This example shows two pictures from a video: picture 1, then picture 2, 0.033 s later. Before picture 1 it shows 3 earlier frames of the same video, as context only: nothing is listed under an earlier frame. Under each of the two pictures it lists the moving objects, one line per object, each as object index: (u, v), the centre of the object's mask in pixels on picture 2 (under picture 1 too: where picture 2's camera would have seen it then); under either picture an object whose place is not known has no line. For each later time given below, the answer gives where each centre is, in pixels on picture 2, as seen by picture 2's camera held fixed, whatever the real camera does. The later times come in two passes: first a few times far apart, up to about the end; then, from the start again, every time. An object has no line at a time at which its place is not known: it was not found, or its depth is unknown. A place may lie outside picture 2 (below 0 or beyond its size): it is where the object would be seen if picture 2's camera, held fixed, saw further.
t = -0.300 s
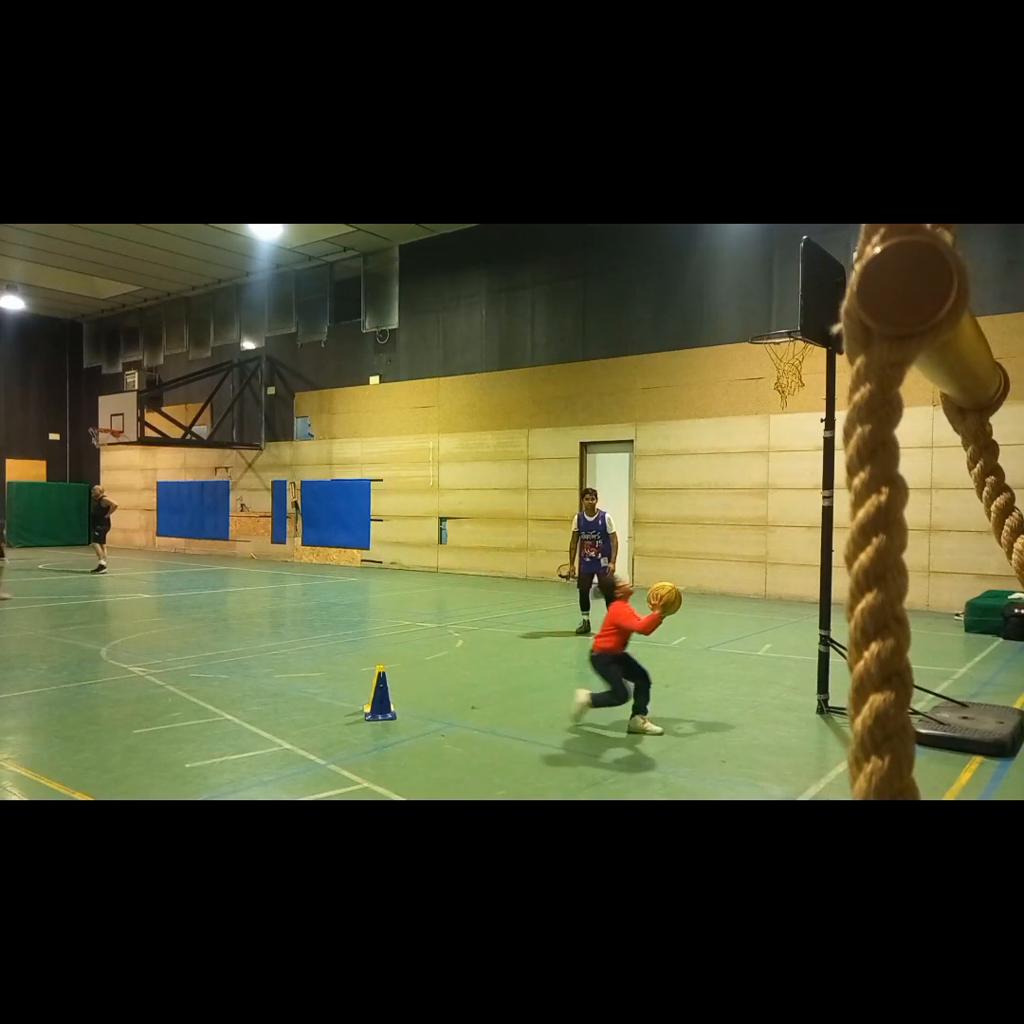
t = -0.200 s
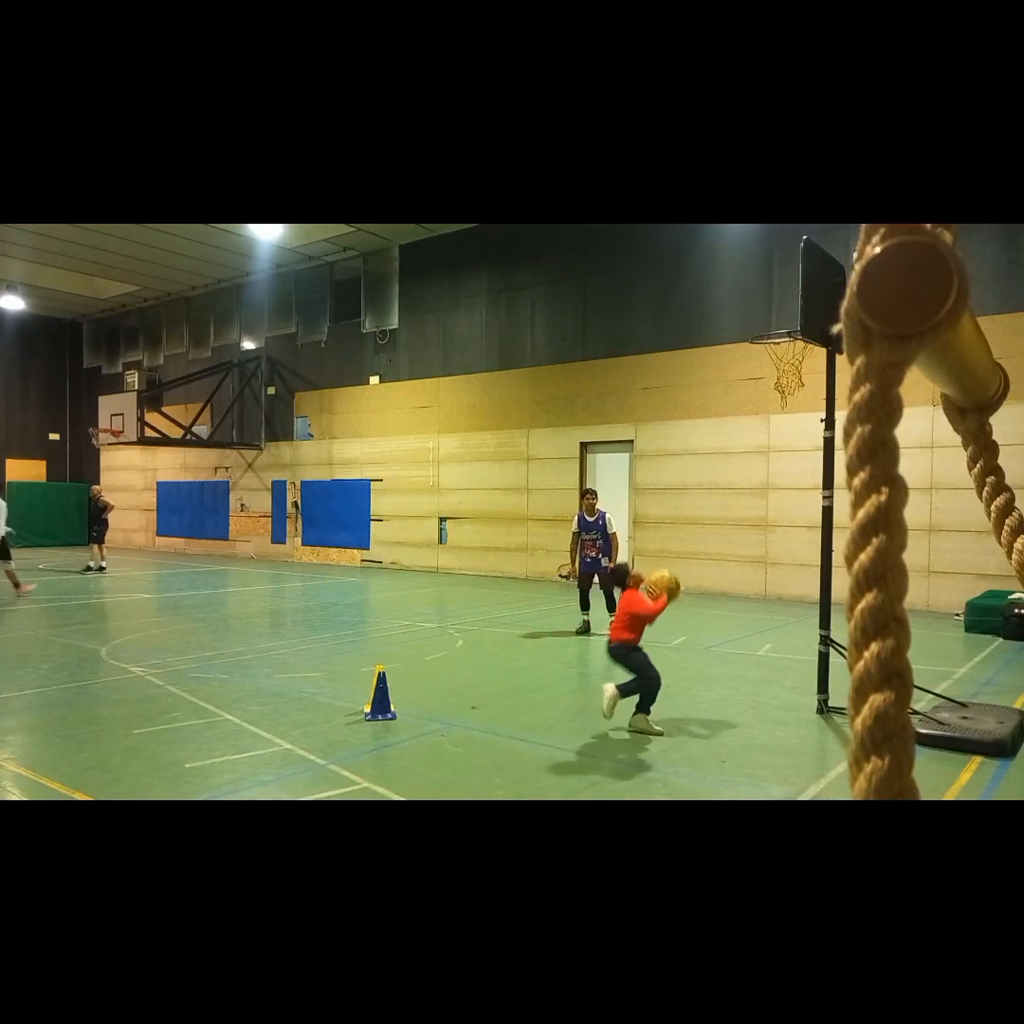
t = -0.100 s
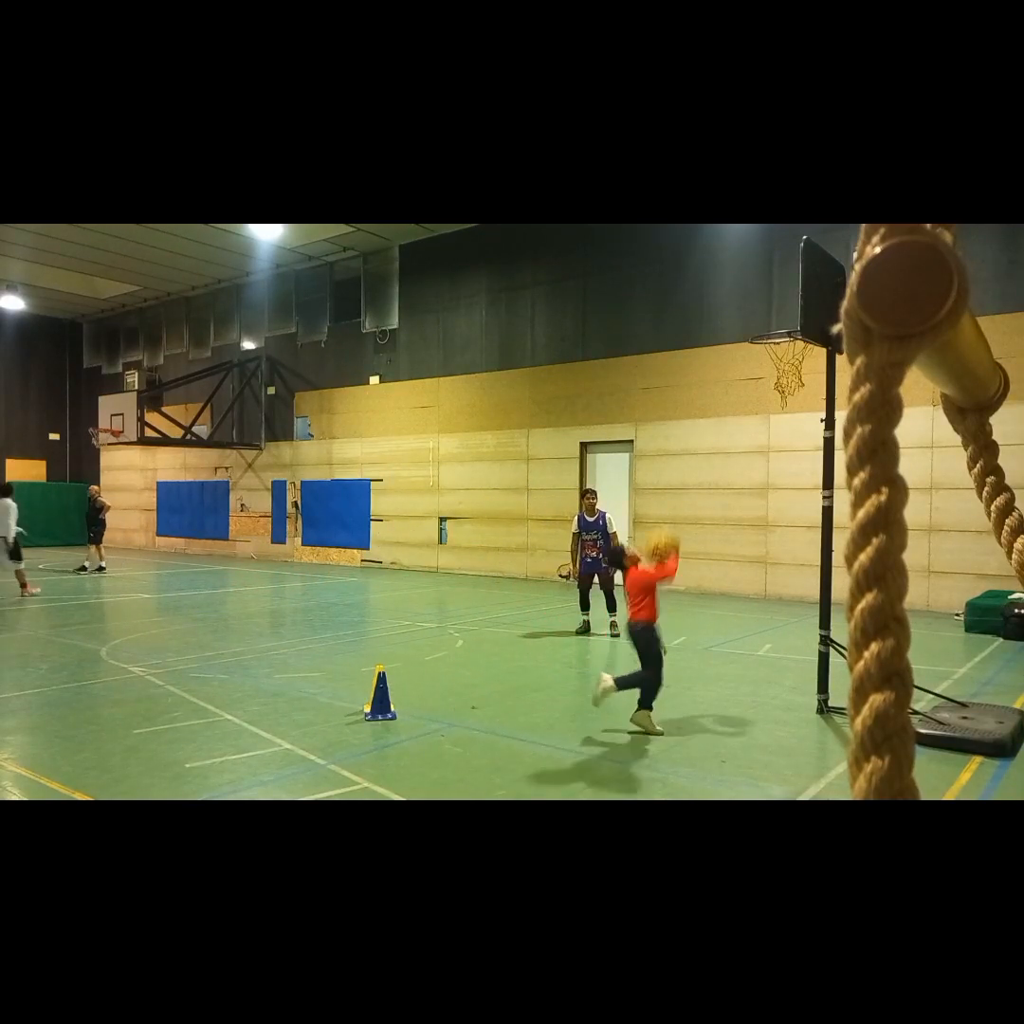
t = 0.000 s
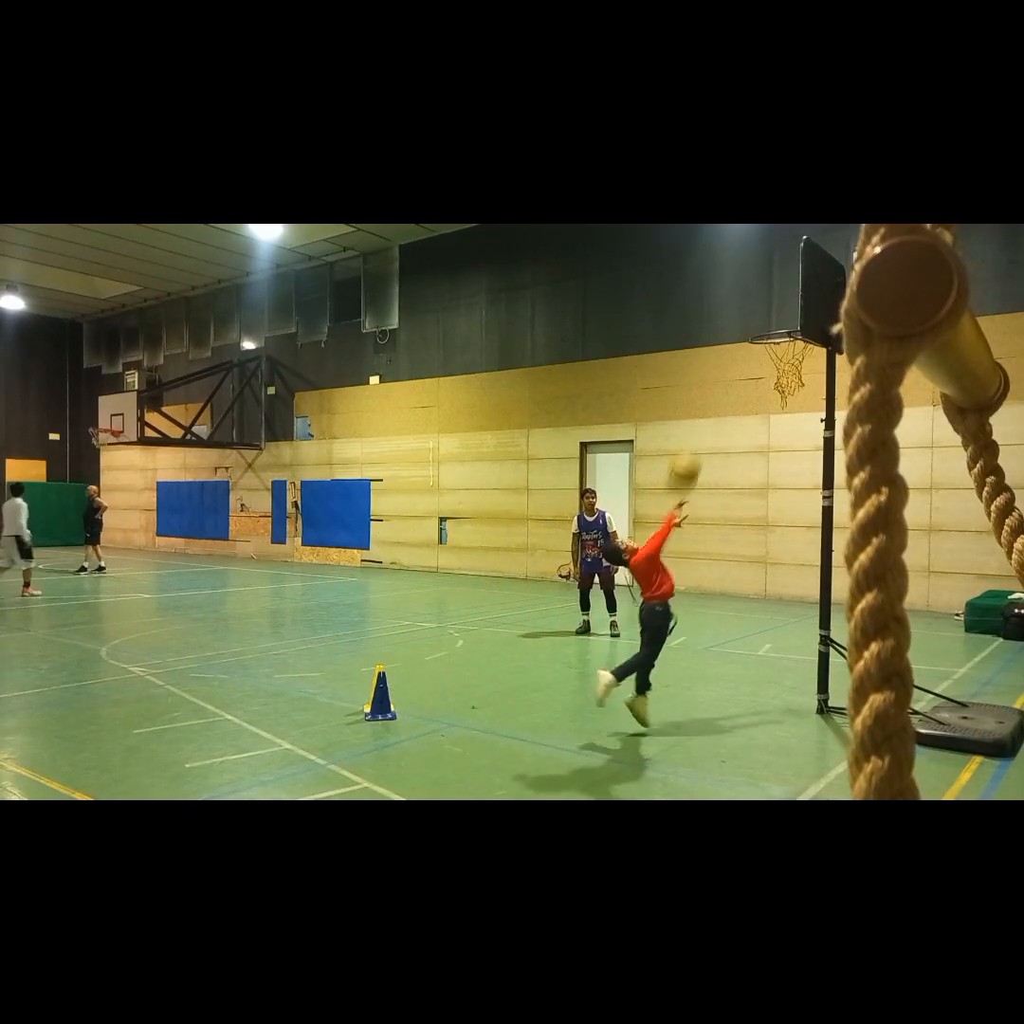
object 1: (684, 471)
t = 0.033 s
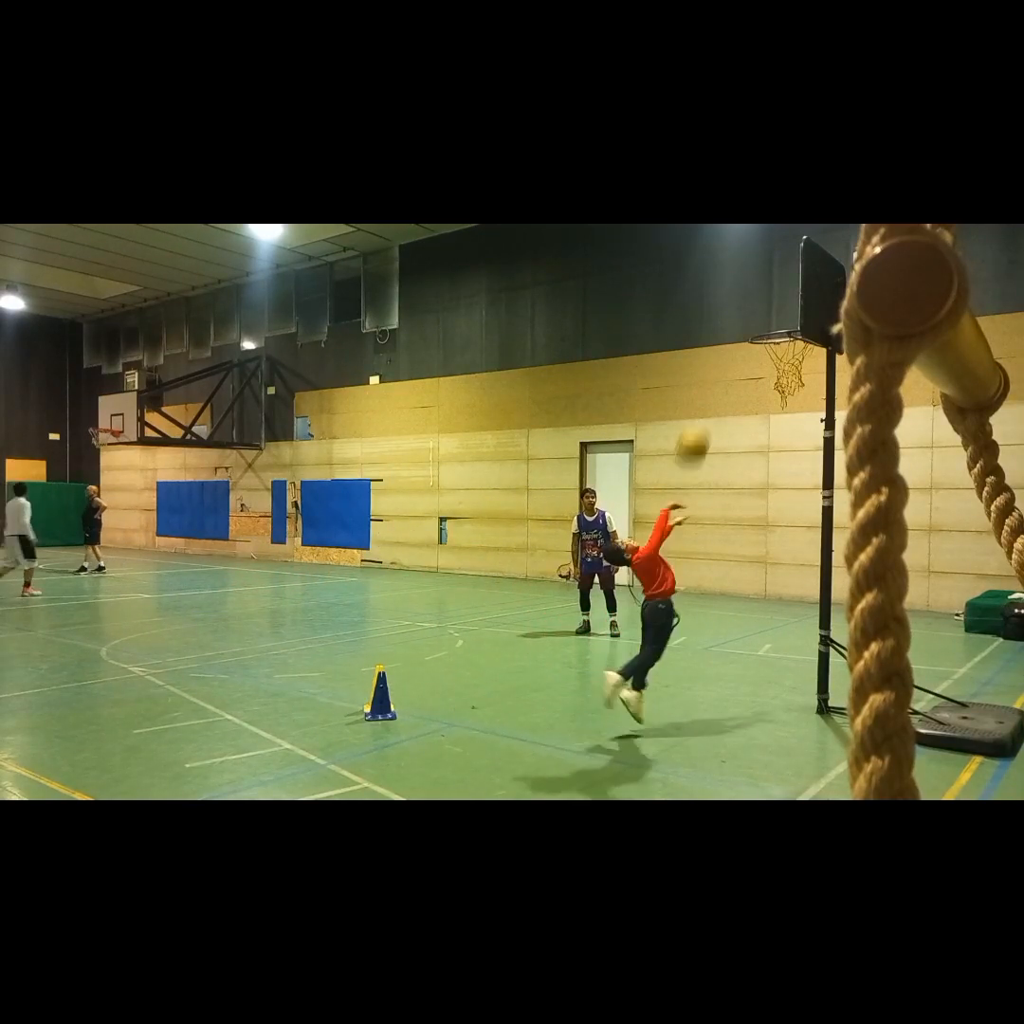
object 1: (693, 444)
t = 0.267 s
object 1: (748, 312)
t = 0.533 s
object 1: (795, 268)
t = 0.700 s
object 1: (797, 296)
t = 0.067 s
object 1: (701, 420)
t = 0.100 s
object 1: (710, 400)
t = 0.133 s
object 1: (718, 379)
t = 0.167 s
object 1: (727, 360)
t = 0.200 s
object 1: (734, 345)
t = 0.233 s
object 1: (741, 328)
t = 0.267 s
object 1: (748, 312)
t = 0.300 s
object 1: (756, 302)
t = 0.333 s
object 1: (764, 293)
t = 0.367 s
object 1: (773, 286)
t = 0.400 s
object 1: (780, 278)
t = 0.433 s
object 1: (786, 272)
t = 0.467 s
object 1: (791, 268)
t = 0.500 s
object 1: (794, 266)
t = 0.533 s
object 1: (795, 268)
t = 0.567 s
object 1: (796, 270)
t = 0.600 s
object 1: (796, 274)
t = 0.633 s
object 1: (797, 279)
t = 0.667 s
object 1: (797, 286)
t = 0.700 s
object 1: (797, 296)
